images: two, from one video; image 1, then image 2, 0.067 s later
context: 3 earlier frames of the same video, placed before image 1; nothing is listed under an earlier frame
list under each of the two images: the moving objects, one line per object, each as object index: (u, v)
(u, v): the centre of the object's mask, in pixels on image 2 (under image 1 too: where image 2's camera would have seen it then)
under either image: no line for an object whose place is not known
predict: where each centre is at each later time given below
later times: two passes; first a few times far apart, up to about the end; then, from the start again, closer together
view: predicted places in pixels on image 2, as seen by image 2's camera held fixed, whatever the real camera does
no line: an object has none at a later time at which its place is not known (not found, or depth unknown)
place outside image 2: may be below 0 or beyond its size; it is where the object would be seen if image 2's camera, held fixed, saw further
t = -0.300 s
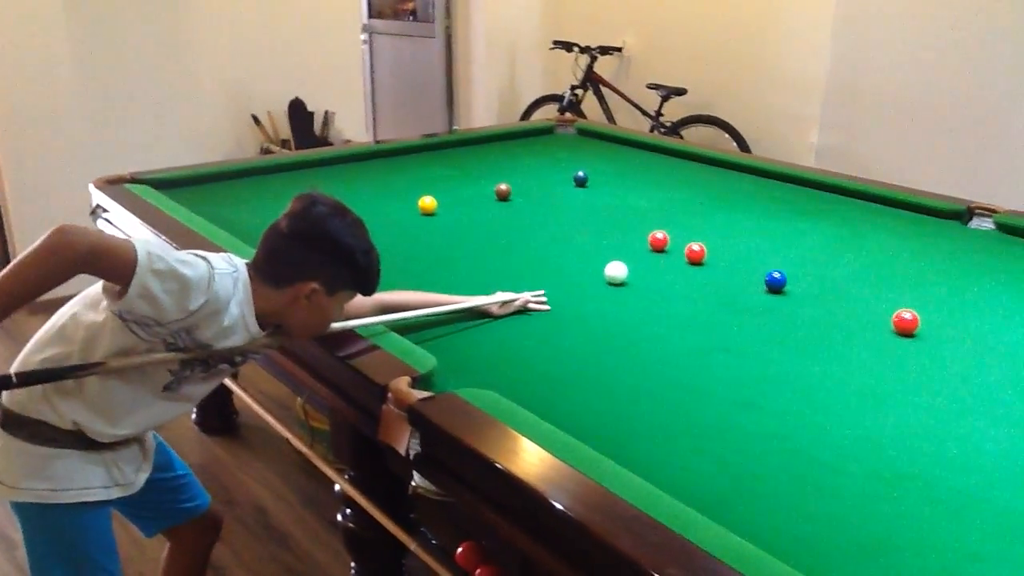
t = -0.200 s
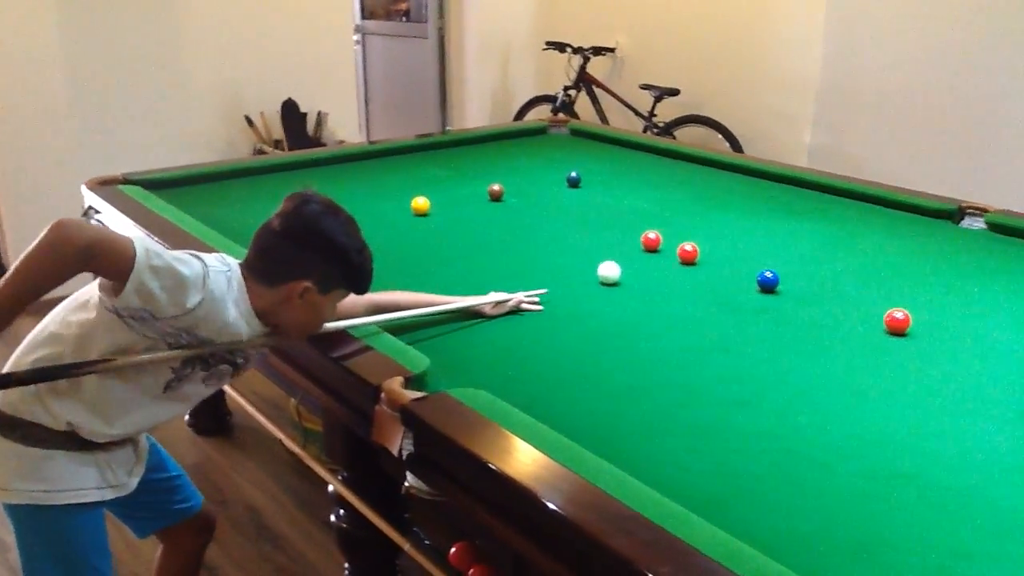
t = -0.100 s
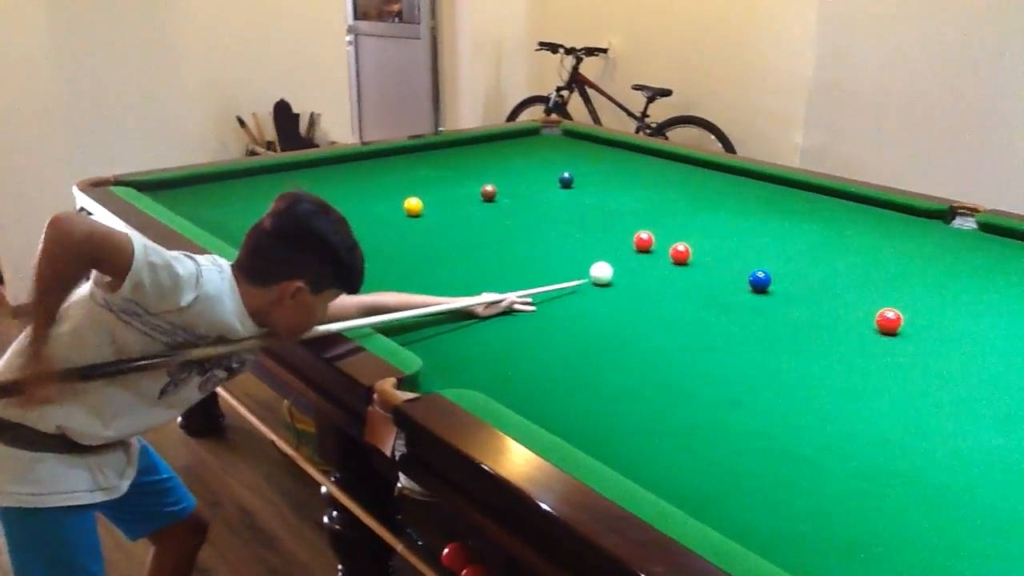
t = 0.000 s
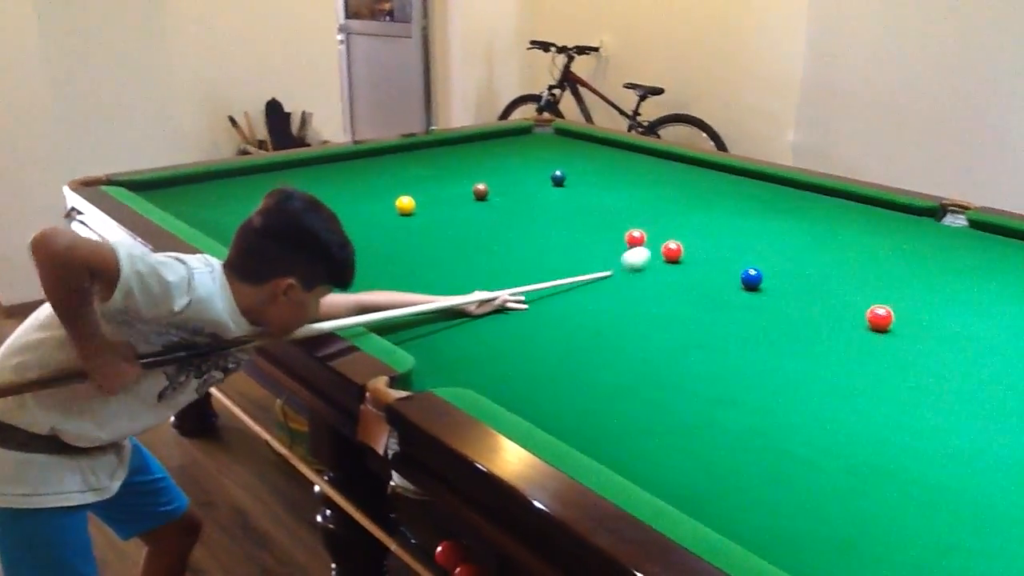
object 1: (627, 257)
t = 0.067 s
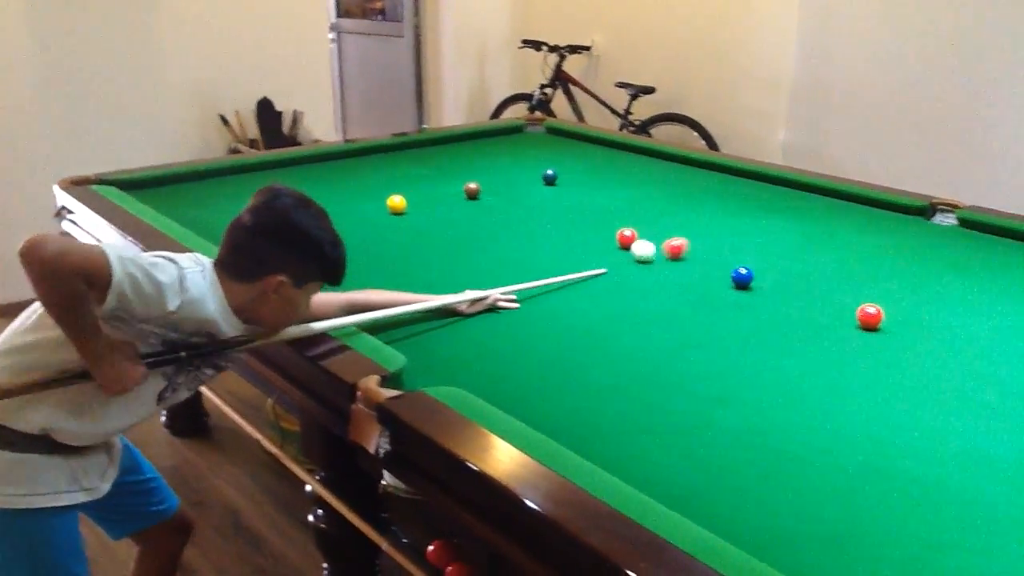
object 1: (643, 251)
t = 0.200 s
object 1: (630, 247)
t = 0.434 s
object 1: (606, 243)
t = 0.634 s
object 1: (588, 239)
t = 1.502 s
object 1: (533, 229)
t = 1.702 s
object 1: (523, 227)
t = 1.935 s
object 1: (514, 226)
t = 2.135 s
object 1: (508, 225)
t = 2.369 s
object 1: (503, 224)
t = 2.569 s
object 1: (499, 223)
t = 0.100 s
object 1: (640, 249)
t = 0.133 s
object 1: (637, 248)
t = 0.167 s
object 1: (634, 248)
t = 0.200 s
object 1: (630, 247)
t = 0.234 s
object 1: (626, 247)
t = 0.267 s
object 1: (623, 246)
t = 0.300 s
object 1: (619, 245)
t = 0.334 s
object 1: (616, 244)
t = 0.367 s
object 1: (613, 244)
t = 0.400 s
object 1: (609, 244)
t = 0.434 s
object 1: (606, 243)
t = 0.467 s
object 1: (603, 242)
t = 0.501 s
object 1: (600, 242)
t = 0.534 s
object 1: (597, 241)
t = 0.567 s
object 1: (594, 241)
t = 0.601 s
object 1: (591, 240)
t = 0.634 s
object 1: (588, 239)
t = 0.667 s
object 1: (585, 239)
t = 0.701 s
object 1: (583, 239)
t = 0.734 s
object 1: (580, 238)
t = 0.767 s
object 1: (577, 238)
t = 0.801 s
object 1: (575, 237)
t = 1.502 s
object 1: (533, 229)
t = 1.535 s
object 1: (531, 229)
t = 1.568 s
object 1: (529, 229)
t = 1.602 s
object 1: (528, 228)
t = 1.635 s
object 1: (526, 228)
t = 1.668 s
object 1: (525, 228)
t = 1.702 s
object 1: (523, 227)
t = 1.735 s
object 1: (522, 226)
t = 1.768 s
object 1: (520, 227)
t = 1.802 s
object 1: (519, 227)
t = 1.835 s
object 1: (516, 227)
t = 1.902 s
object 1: (515, 227)
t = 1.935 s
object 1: (514, 226)
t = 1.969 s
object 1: (513, 226)
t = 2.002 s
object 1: (512, 225)
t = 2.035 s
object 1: (511, 225)
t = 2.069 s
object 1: (510, 225)
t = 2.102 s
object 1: (509, 225)
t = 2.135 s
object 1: (508, 225)
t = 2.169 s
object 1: (507, 225)
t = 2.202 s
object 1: (506, 225)
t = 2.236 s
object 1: (505, 225)
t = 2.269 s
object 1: (505, 225)
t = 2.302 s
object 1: (504, 224)
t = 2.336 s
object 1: (503, 224)
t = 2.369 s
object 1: (503, 224)
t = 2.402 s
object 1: (502, 224)
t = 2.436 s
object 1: (502, 223)
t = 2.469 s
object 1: (501, 223)
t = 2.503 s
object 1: (500, 223)
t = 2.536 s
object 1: (500, 223)
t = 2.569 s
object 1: (499, 223)
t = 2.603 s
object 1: (499, 223)
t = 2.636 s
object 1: (498, 223)
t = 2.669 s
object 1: (498, 223)
